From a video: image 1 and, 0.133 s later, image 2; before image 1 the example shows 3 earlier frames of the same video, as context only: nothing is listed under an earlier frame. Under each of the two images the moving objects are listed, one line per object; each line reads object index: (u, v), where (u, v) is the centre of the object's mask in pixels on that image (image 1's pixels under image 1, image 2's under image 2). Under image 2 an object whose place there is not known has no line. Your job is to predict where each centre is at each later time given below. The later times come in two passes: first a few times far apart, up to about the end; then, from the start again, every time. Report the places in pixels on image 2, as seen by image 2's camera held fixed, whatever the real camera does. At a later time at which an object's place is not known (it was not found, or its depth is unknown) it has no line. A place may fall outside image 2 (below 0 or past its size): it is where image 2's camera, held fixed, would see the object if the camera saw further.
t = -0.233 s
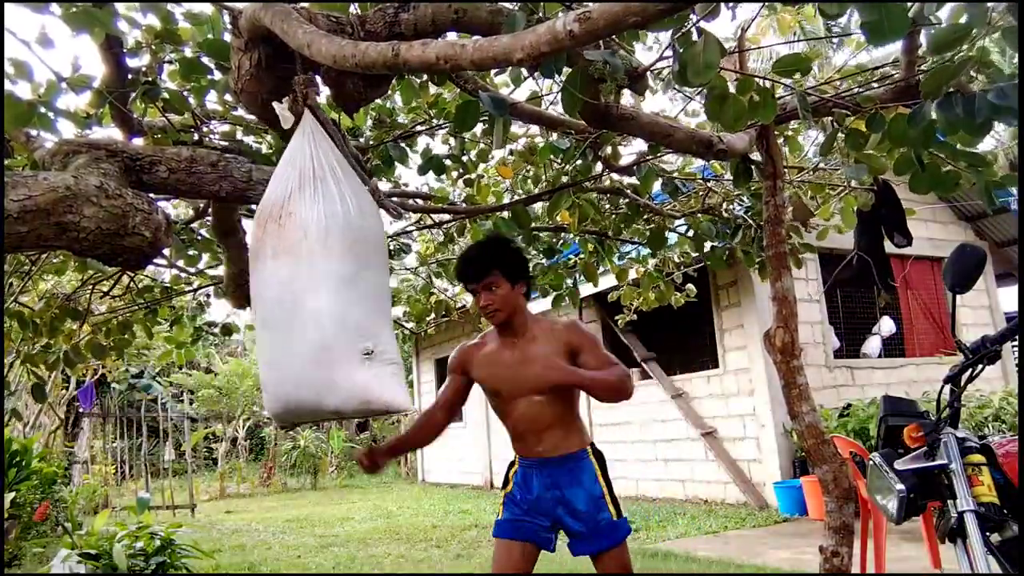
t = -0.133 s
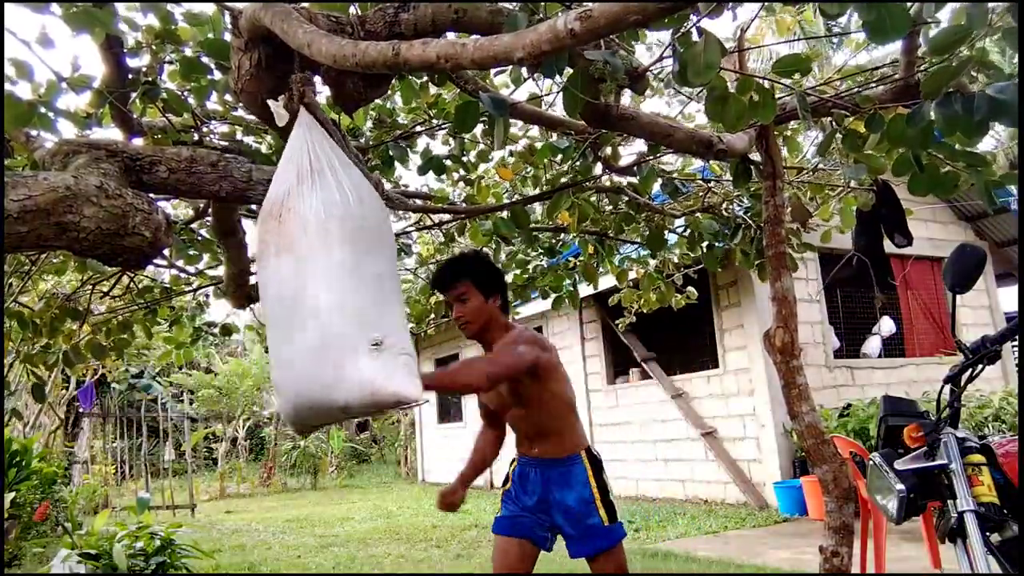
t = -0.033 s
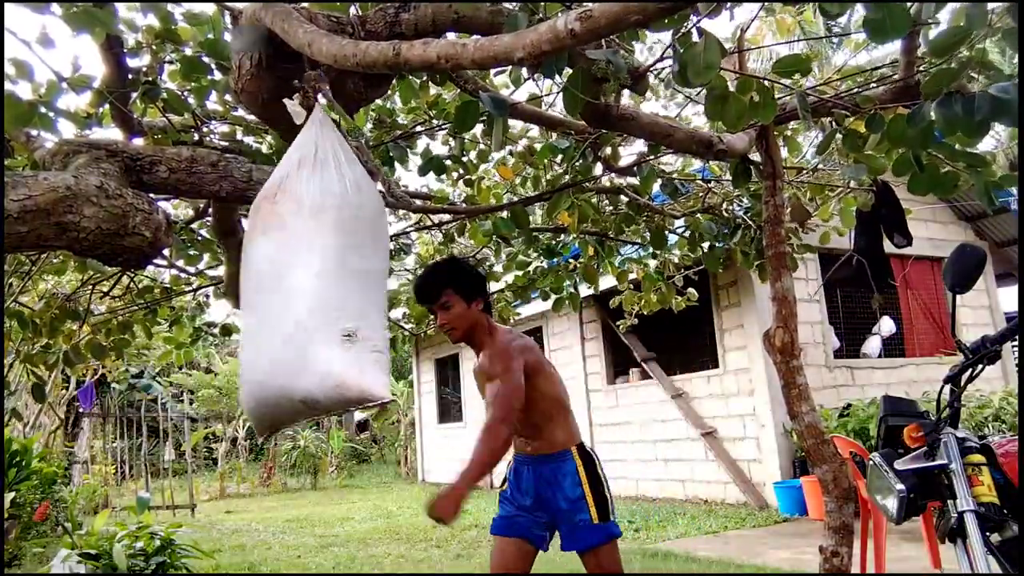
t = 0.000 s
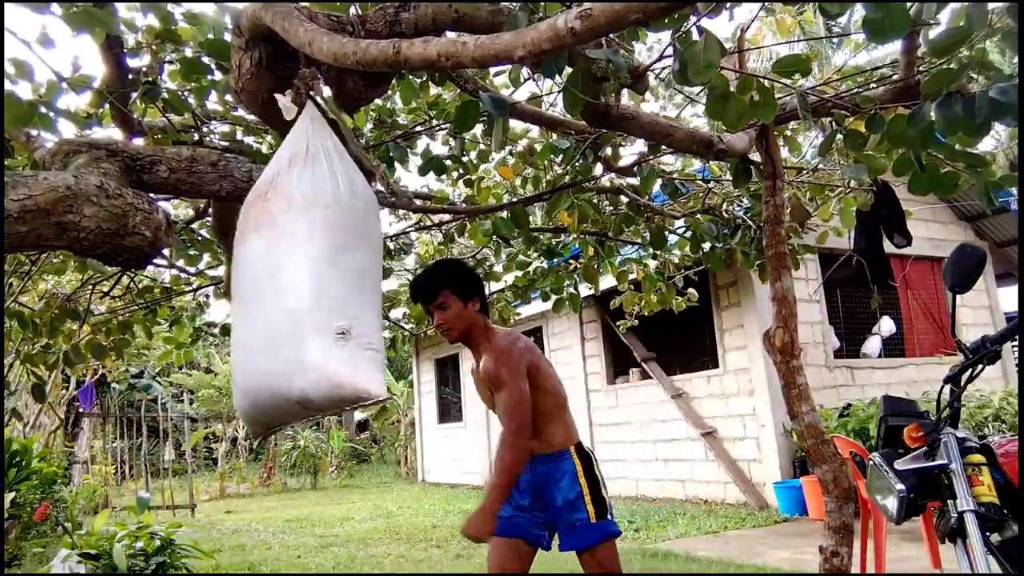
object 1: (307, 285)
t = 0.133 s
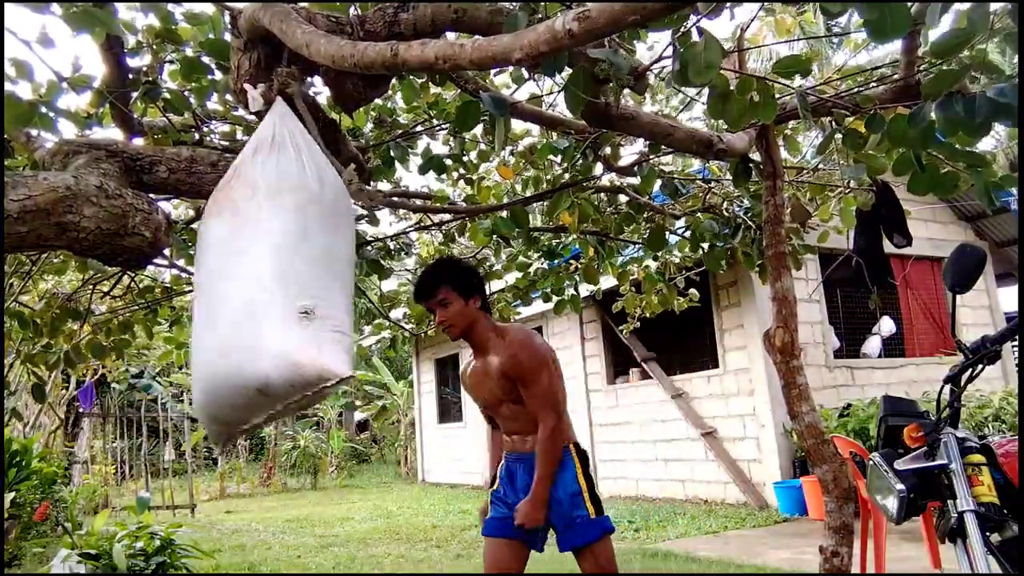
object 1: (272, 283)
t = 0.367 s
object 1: (220, 273)
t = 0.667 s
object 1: (228, 281)
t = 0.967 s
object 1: (294, 288)
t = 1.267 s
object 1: (340, 281)
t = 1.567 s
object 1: (330, 279)
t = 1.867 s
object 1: (266, 282)
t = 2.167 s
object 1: (214, 283)
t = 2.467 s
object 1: (246, 300)
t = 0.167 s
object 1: (263, 281)
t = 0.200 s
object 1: (254, 279)
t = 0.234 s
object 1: (246, 276)
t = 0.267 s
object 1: (239, 274)
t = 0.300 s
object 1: (232, 273)
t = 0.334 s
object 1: (225, 274)
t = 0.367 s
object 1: (220, 273)
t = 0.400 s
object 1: (216, 273)
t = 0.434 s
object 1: (213, 272)
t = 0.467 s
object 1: (212, 272)
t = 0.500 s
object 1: (213, 272)
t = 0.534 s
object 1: (214, 273)
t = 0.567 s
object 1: (216, 275)
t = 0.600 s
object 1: (219, 277)
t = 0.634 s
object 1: (223, 279)
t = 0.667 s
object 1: (228, 281)
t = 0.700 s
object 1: (235, 283)
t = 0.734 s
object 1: (241, 284)
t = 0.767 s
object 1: (249, 285)
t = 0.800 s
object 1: (256, 287)
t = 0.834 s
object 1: (264, 288)
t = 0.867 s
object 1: (272, 289)
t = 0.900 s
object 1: (279, 289)
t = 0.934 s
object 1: (287, 288)
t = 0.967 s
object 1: (294, 288)
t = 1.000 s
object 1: (301, 287)
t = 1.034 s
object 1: (308, 286)
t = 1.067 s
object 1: (315, 286)
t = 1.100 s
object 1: (320, 285)
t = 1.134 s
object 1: (326, 284)
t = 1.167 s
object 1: (330, 283)
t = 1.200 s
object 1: (334, 282)
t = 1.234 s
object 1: (338, 281)
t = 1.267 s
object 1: (340, 281)
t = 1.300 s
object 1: (342, 280)
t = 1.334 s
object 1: (343, 280)
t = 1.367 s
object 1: (344, 280)
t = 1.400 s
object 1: (344, 280)
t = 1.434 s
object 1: (343, 279)
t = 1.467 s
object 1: (341, 279)
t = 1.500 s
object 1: (338, 278)
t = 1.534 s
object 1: (334, 279)
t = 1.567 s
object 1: (330, 279)
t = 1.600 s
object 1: (325, 278)
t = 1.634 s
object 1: (320, 279)
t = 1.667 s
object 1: (313, 280)
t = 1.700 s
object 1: (307, 282)
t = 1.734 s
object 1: (299, 281)
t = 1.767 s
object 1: (292, 283)
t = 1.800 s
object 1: (283, 283)
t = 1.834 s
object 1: (275, 281)
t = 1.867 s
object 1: (266, 282)
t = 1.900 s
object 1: (257, 281)
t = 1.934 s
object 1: (249, 280)
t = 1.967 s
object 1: (241, 280)
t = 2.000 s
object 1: (234, 280)
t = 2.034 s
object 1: (228, 280)
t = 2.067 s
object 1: (222, 280)
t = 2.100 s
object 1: (218, 281)
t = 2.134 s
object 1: (215, 282)
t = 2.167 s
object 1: (214, 283)
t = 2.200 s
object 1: (213, 285)
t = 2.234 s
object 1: (213, 286)
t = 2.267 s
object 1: (215, 288)
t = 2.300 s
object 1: (218, 290)
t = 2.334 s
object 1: (222, 292)
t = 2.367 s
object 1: (227, 294)
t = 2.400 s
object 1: (233, 296)
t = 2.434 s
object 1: (239, 298)
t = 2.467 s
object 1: (246, 300)
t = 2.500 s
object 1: (254, 300)
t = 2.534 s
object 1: (262, 301)
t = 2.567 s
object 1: (270, 302)
